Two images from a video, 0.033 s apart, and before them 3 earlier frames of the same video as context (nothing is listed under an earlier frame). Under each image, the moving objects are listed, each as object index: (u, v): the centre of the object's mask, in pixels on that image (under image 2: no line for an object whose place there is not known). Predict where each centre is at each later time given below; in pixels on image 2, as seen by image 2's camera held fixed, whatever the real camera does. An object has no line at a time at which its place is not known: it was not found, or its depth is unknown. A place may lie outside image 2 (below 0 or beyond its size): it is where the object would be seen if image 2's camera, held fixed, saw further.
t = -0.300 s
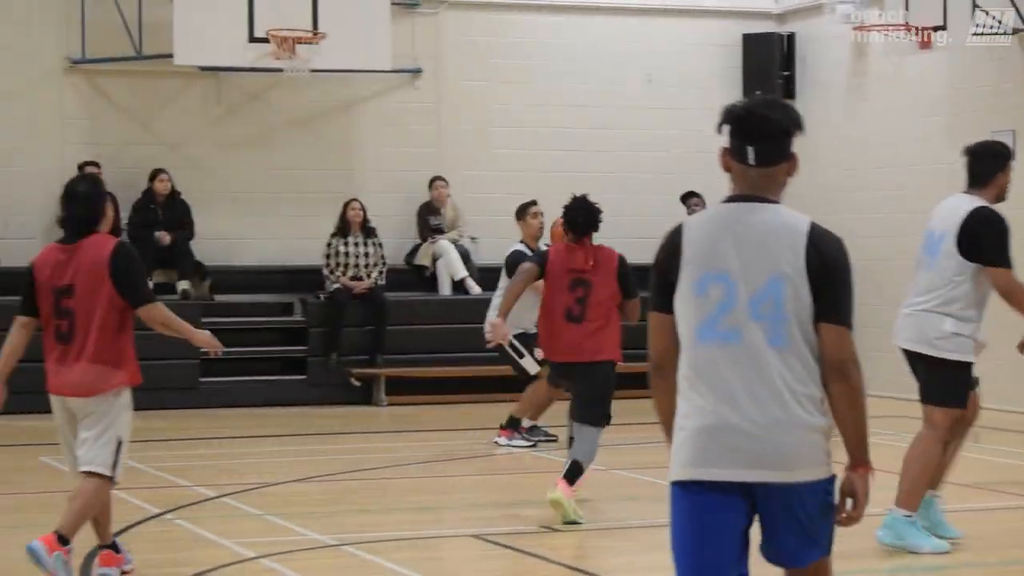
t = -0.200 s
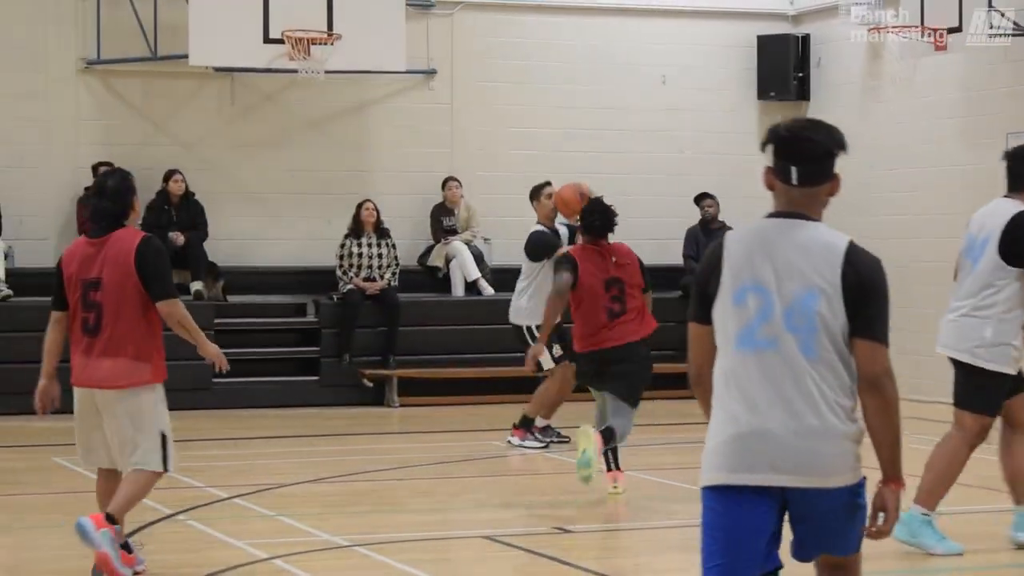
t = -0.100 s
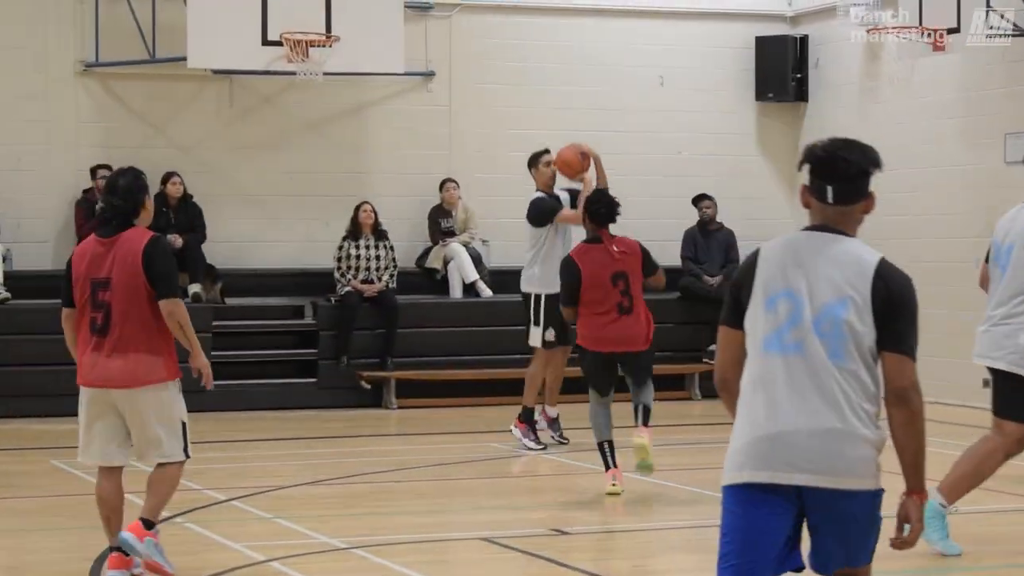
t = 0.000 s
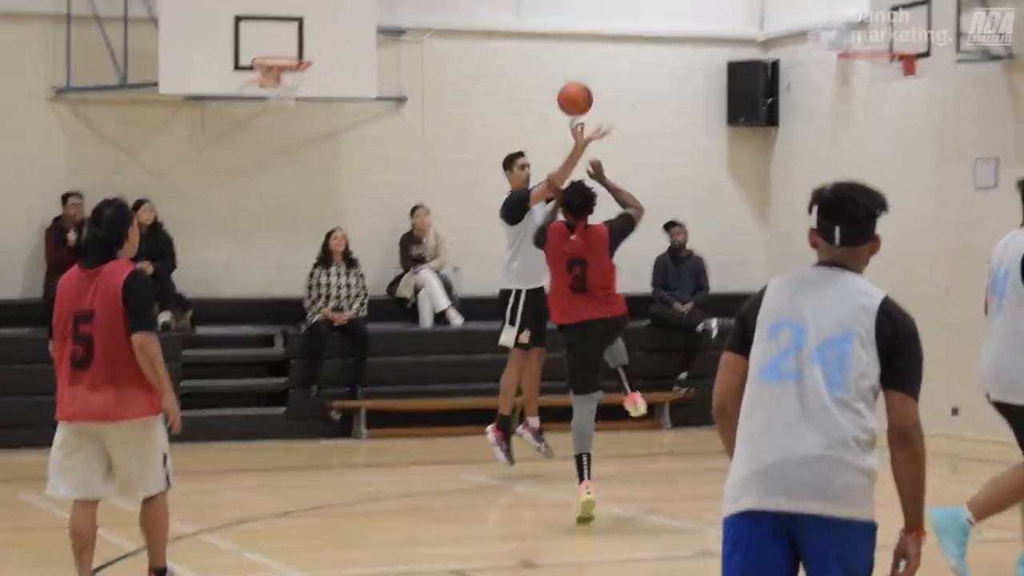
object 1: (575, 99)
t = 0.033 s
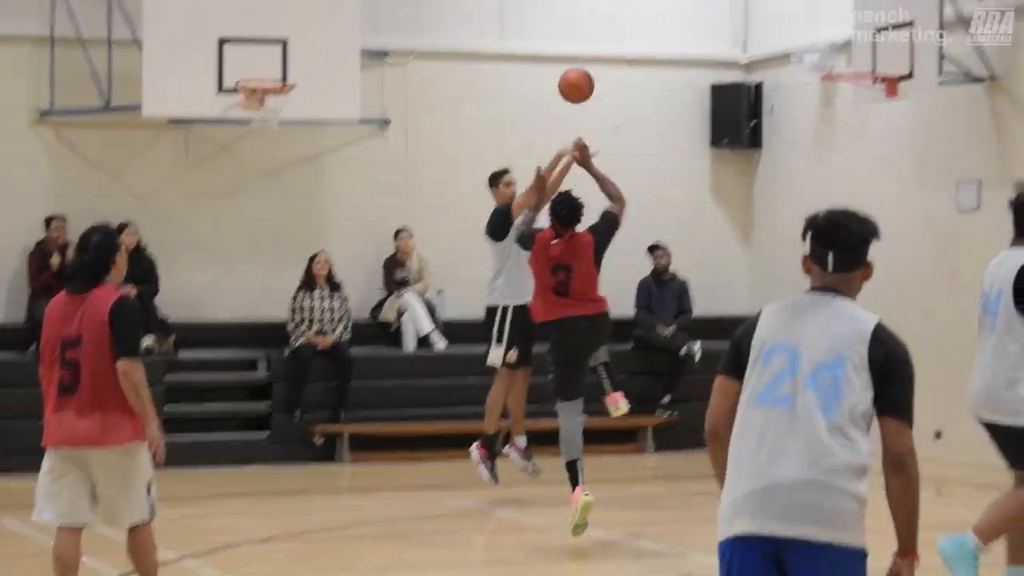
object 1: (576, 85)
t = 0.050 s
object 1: (586, 66)
